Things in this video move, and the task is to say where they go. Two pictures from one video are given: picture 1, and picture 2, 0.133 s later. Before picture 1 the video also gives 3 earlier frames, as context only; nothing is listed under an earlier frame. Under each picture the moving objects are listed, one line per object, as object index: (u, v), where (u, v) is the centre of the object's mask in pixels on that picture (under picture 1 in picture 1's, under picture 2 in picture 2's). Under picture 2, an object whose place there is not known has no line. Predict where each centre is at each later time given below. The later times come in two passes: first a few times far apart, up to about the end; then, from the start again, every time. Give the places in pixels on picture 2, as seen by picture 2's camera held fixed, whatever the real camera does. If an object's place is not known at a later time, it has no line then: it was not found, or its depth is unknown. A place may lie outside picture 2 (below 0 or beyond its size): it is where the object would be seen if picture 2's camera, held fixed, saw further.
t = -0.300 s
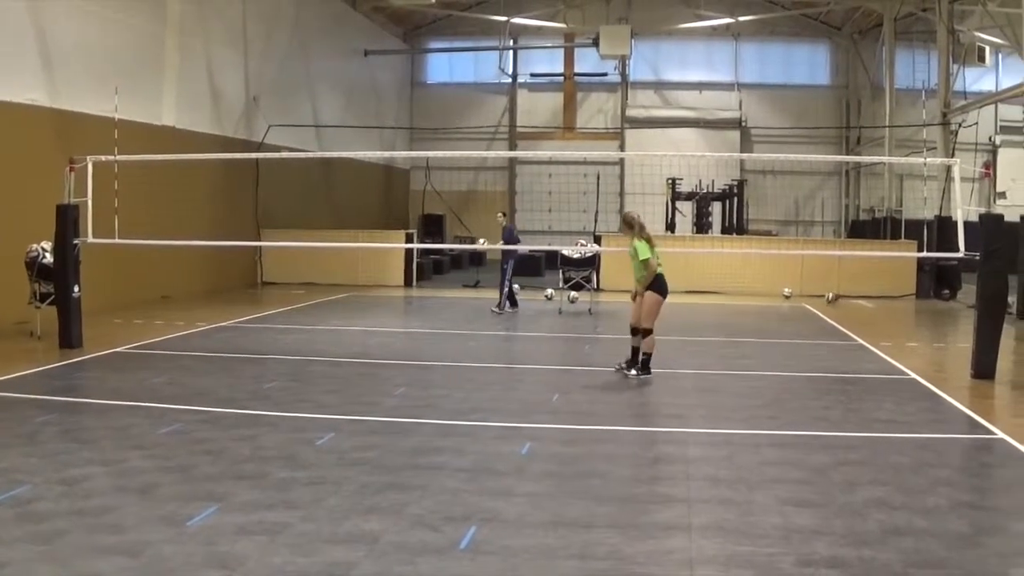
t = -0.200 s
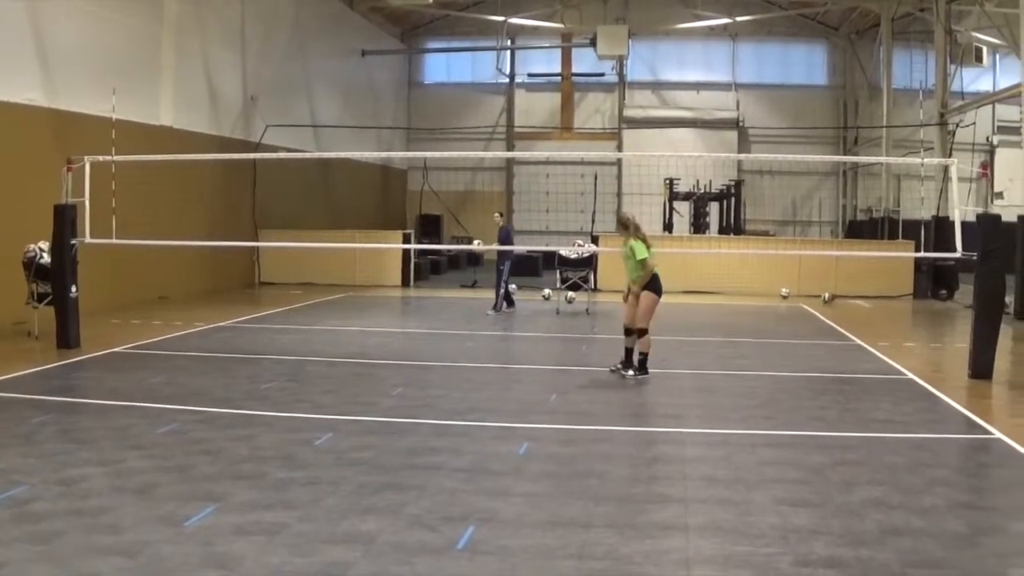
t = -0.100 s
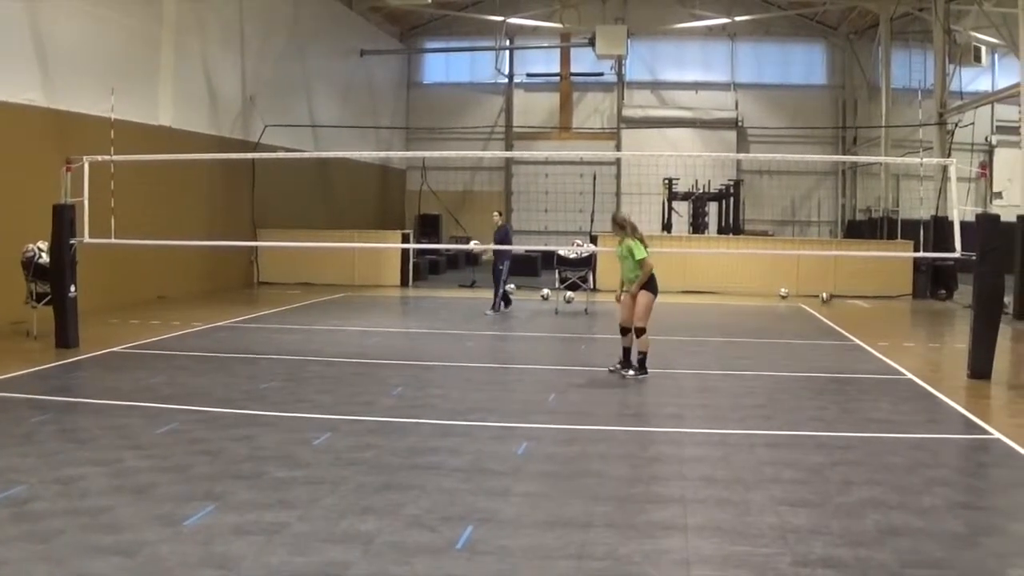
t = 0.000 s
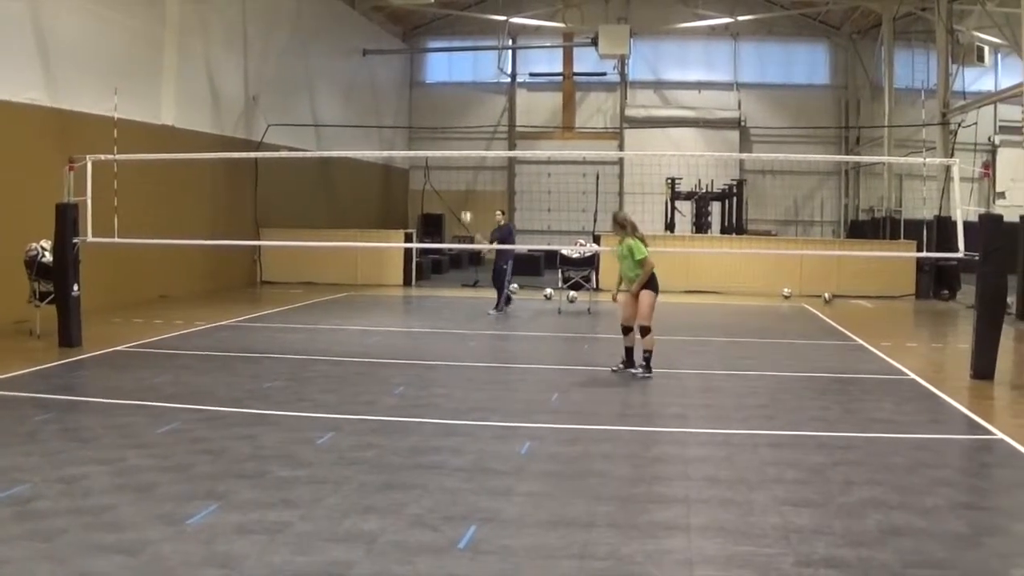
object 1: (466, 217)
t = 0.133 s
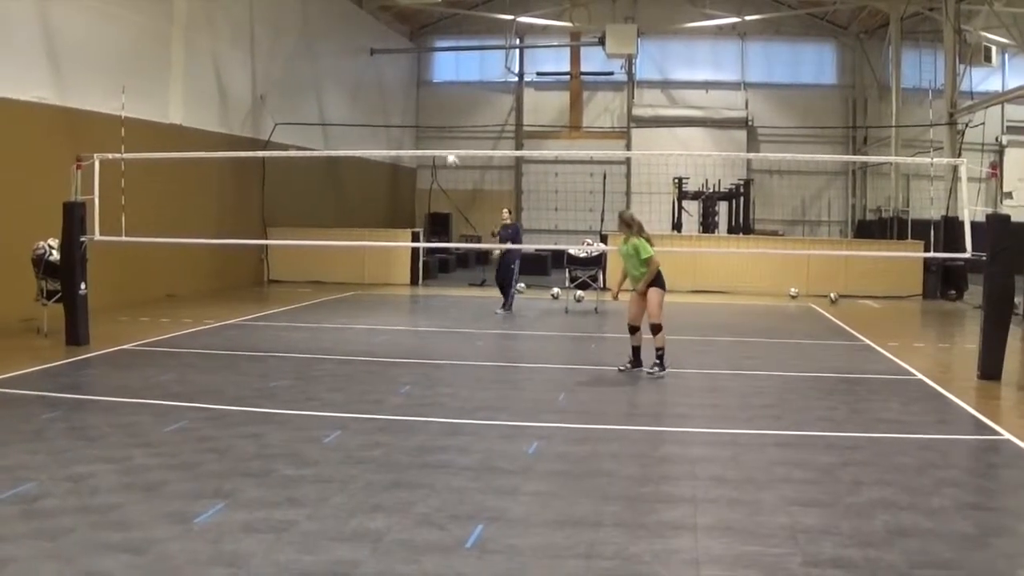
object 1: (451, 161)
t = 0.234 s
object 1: (434, 121)
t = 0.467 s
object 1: (387, 48)
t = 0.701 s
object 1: (331, 7)
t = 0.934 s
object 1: (259, 10)
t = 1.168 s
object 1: (165, 77)
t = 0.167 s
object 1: (445, 145)
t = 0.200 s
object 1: (439, 134)
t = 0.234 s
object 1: (434, 121)
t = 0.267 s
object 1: (427, 109)
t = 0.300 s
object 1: (421, 97)
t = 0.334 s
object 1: (415, 87)
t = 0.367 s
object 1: (409, 76)
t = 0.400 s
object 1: (402, 66)
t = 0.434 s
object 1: (396, 56)
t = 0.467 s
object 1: (387, 48)
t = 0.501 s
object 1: (381, 39)
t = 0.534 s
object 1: (373, 32)
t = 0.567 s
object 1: (366, 25)
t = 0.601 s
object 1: (358, 19)
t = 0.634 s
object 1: (350, 13)
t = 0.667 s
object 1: (341, 11)
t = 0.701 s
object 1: (331, 7)
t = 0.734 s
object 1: (321, 5)
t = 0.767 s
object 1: (312, 5)
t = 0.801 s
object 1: (302, 5)
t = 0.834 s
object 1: (292, 4)
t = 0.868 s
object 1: (281, 5)
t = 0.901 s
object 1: (271, 7)
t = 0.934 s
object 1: (259, 10)
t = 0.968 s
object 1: (247, 15)
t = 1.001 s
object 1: (234, 21)
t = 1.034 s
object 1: (221, 29)
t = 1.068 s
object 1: (209, 39)
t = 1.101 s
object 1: (195, 50)
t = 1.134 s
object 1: (180, 63)
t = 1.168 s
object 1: (165, 77)
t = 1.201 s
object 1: (149, 94)
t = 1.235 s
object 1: (132, 111)
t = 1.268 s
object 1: (116, 131)
